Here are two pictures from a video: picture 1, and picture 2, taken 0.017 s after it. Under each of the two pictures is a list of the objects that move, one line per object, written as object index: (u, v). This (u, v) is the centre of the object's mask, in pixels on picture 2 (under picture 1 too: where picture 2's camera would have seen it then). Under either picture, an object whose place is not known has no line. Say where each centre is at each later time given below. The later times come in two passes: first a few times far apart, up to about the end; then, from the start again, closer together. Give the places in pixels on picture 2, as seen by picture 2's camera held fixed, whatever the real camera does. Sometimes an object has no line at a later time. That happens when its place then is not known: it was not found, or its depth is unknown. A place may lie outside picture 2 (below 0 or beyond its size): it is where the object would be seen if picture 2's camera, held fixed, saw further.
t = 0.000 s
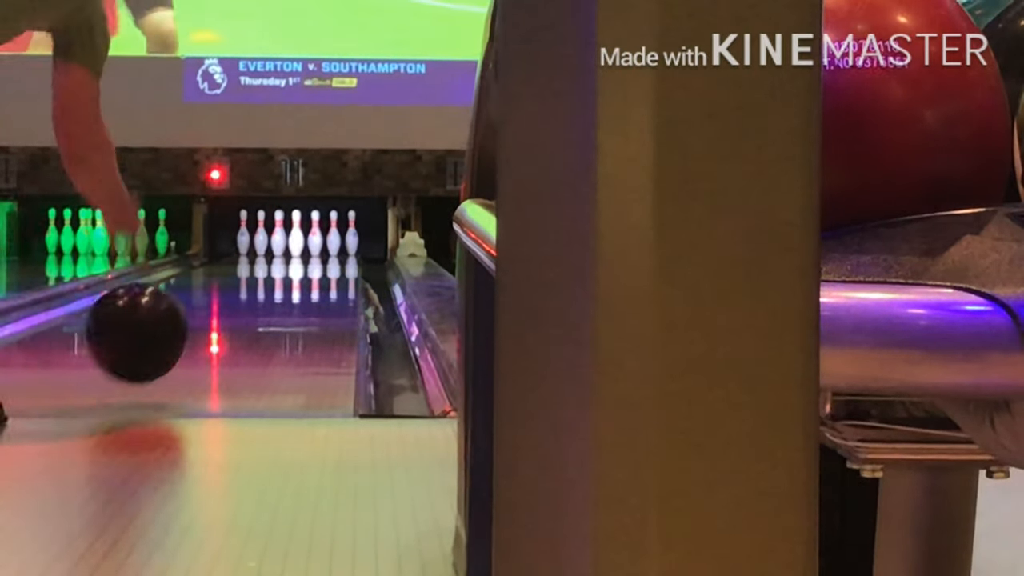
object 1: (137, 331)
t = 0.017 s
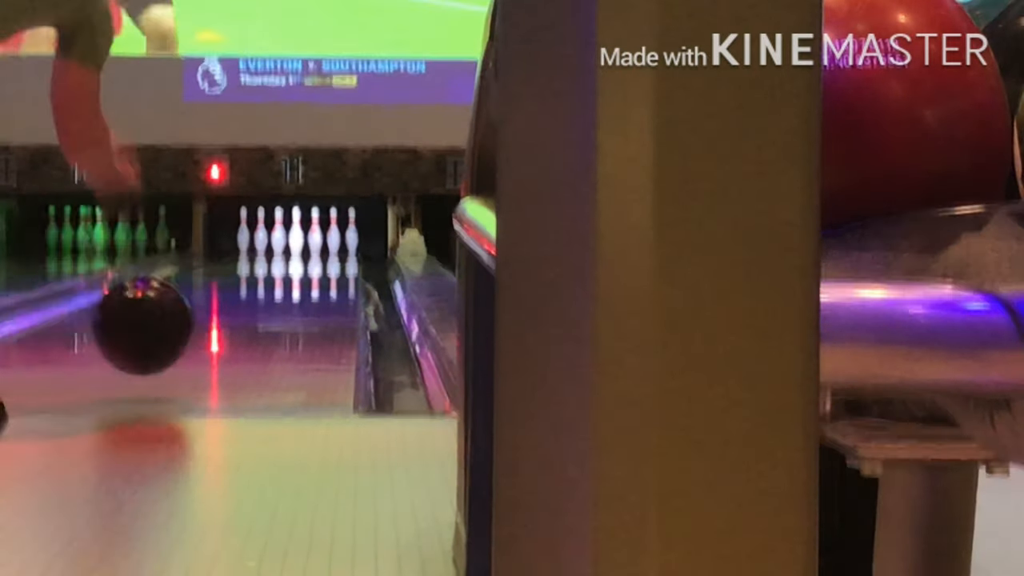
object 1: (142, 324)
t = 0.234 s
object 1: (207, 321)
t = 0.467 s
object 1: (250, 300)
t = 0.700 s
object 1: (279, 285)
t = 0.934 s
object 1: (298, 274)
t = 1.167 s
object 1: (311, 266)
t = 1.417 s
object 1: (320, 258)
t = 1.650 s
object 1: (326, 254)
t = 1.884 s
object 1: (327, 250)
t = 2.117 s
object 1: (323, 247)
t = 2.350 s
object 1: (317, 244)
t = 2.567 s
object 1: (318, 242)
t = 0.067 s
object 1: (163, 303)
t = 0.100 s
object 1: (172, 313)
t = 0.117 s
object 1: (176, 317)
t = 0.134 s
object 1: (181, 320)
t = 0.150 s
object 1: (187, 325)
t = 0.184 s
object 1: (195, 324)
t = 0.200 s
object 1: (198, 322)
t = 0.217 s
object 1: (203, 321)
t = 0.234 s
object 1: (207, 321)
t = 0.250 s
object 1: (211, 317)
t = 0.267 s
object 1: (214, 309)
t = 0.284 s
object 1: (219, 314)
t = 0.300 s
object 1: (224, 311)
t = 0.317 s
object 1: (225, 311)
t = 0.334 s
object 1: (229, 309)
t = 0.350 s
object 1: (232, 308)
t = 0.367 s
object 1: (235, 307)
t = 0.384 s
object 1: (237, 305)
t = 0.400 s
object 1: (240, 305)
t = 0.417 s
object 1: (243, 304)
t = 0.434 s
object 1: (245, 302)
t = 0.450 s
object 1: (248, 301)
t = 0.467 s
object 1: (250, 300)
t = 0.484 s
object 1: (253, 298)
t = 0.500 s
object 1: (255, 297)
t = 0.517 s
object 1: (258, 295)
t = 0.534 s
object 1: (260, 295)
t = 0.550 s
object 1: (262, 294)
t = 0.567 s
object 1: (264, 292)
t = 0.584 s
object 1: (266, 291)
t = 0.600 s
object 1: (268, 290)
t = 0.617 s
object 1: (270, 289)
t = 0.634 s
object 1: (272, 288)
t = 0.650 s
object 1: (273, 287)
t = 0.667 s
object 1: (275, 287)
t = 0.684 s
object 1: (276, 285)
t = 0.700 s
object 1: (279, 285)
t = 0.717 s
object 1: (281, 284)
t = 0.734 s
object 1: (282, 283)
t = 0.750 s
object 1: (284, 282)
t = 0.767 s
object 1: (285, 281)
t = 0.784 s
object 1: (287, 280)
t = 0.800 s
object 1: (288, 279)
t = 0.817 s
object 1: (289, 278)
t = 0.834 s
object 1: (291, 278)
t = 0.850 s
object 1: (292, 277)
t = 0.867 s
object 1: (294, 276)
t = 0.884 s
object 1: (295, 276)
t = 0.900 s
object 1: (296, 275)
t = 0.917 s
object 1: (297, 275)
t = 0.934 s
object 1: (298, 274)
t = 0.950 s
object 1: (299, 273)
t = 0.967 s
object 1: (300, 273)
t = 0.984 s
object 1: (301, 272)
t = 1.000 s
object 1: (302, 272)
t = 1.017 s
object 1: (303, 271)
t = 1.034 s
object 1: (304, 270)
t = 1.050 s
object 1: (305, 269)
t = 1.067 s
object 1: (306, 269)
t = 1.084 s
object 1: (307, 269)
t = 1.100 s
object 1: (308, 268)
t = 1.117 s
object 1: (308, 268)
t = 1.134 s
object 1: (310, 267)
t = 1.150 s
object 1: (310, 267)
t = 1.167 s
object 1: (311, 266)
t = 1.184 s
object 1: (312, 265)
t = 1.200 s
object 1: (313, 265)
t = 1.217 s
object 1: (313, 265)
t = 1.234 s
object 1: (314, 264)
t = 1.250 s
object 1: (315, 264)
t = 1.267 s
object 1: (315, 263)
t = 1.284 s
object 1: (316, 262)
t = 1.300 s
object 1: (317, 262)
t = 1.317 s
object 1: (317, 262)
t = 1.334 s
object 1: (318, 261)
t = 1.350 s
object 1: (318, 260)
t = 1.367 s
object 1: (319, 260)
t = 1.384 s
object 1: (319, 259)
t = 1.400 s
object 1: (319, 259)
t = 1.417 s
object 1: (320, 258)
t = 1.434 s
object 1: (320, 258)
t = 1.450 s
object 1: (321, 258)
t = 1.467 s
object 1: (321, 257)
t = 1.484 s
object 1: (322, 257)
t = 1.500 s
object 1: (322, 257)
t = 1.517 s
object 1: (322, 256)
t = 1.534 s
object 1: (322, 256)
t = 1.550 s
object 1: (322, 256)
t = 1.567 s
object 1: (323, 256)
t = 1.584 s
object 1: (324, 256)
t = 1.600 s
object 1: (324, 255)
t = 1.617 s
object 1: (325, 255)
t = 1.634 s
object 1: (325, 254)
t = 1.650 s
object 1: (326, 254)
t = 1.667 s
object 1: (326, 254)
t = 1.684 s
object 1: (326, 253)
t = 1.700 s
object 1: (326, 253)
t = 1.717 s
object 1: (326, 253)
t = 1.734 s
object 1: (326, 252)
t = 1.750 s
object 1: (327, 252)
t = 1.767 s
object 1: (327, 252)
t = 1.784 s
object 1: (327, 252)
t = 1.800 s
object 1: (326, 251)
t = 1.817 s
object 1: (326, 251)
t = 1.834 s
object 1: (327, 251)
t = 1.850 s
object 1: (327, 250)
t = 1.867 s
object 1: (327, 250)
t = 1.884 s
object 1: (327, 250)
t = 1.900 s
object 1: (327, 250)
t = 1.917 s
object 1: (327, 249)
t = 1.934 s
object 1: (327, 249)
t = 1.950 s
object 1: (326, 249)
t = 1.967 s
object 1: (326, 249)
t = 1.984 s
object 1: (326, 249)
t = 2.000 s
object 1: (326, 248)
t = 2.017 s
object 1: (325, 248)
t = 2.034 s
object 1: (325, 248)
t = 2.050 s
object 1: (325, 248)
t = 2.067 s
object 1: (325, 247)
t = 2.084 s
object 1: (324, 247)
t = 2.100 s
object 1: (324, 247)
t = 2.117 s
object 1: (323, 247)
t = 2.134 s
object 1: (323, 247)
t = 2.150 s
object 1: (322, 246)
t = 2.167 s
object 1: (322, 246)
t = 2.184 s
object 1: (322, 246)
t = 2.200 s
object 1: (321, 246)
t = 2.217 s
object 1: (321, 246)
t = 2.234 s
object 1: (321, 246)
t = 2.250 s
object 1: (320, 246)
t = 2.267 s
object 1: (320, 246)
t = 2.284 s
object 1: (319, 246)
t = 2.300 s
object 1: (319, 246)
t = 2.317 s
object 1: (318, 244)
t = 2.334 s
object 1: (318, 245)
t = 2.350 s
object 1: (317, 244)
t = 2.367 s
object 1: (316, 244)
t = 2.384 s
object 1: (315, 244)
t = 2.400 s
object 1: (314, 243)
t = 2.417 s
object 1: (314, 243)
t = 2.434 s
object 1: (313, 244)
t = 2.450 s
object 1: (313, 243)
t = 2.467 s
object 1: (313, 244)
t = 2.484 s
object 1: (313, 243)
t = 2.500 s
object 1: (314, 243)
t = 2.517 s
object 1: (315, 243)
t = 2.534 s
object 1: (316, 242)
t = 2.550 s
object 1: (317, 243)
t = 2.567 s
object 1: (318, 242)
